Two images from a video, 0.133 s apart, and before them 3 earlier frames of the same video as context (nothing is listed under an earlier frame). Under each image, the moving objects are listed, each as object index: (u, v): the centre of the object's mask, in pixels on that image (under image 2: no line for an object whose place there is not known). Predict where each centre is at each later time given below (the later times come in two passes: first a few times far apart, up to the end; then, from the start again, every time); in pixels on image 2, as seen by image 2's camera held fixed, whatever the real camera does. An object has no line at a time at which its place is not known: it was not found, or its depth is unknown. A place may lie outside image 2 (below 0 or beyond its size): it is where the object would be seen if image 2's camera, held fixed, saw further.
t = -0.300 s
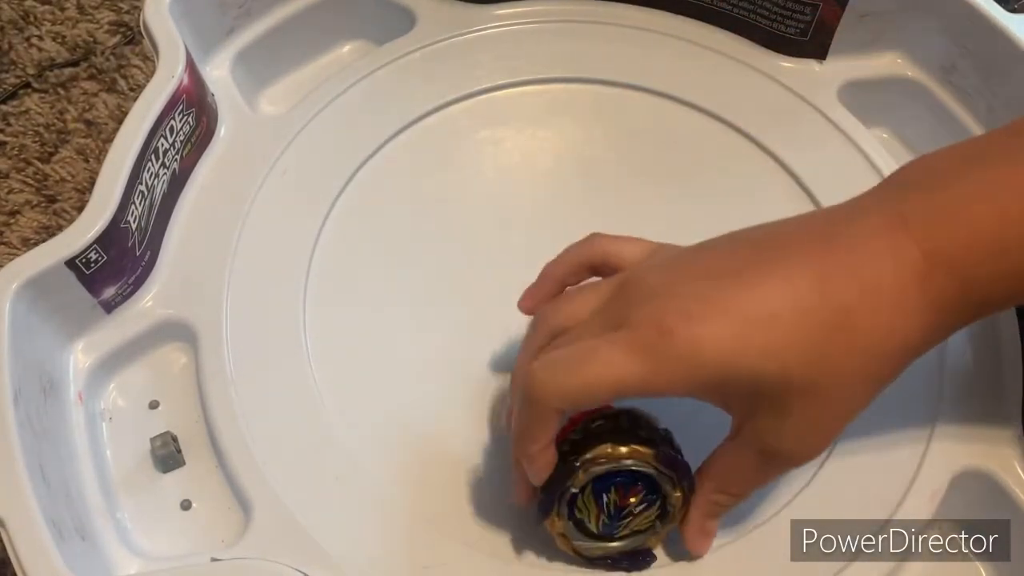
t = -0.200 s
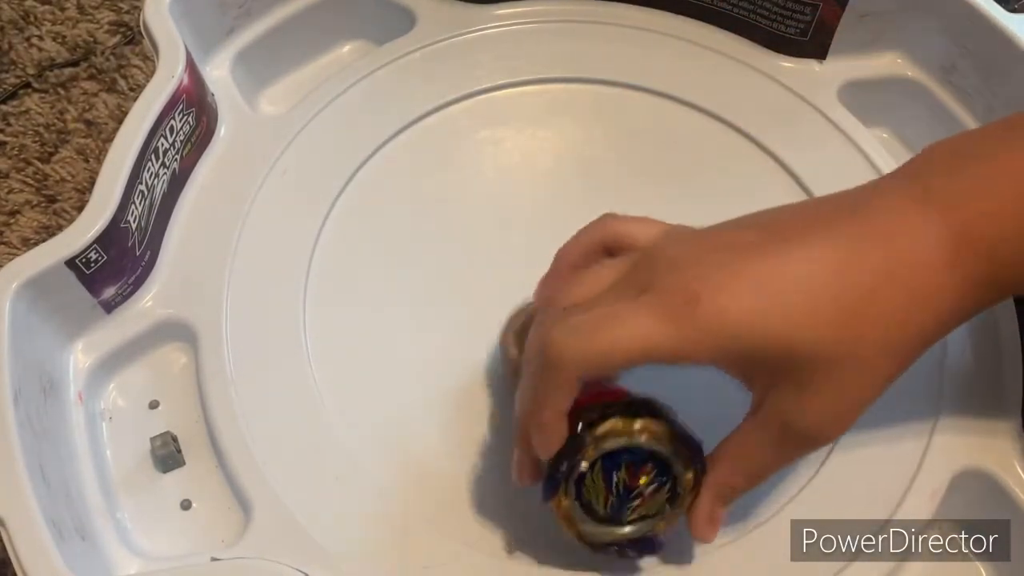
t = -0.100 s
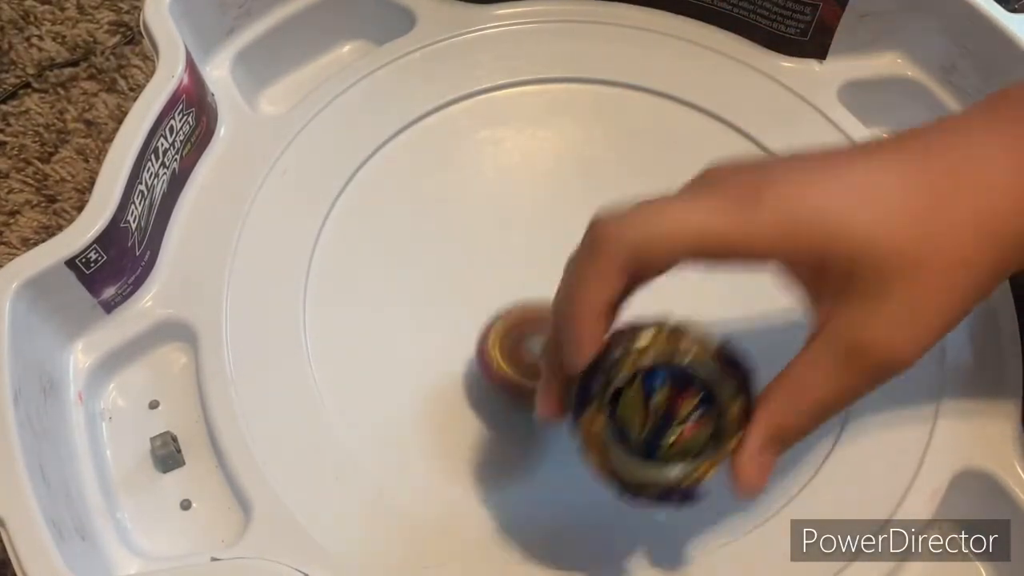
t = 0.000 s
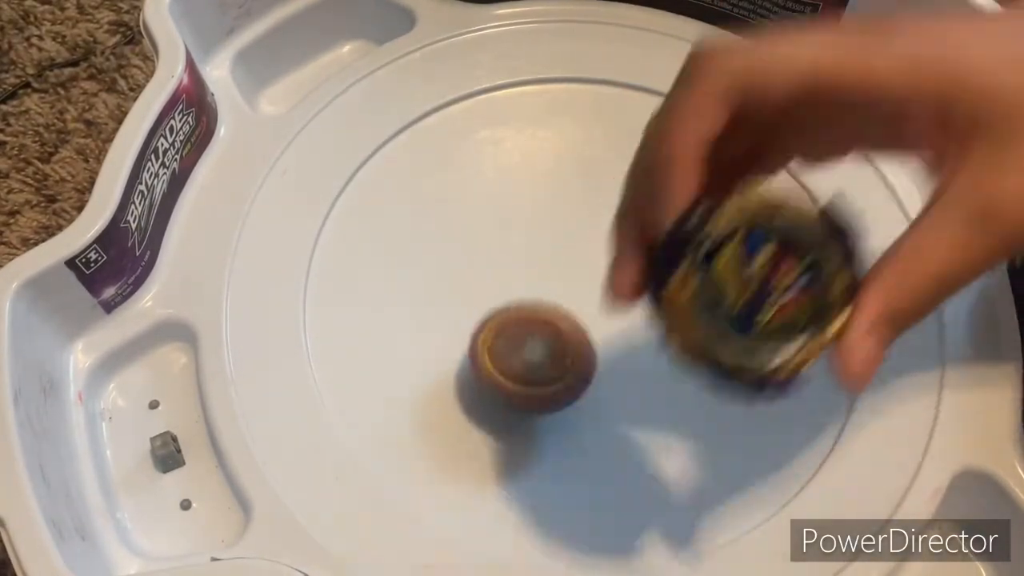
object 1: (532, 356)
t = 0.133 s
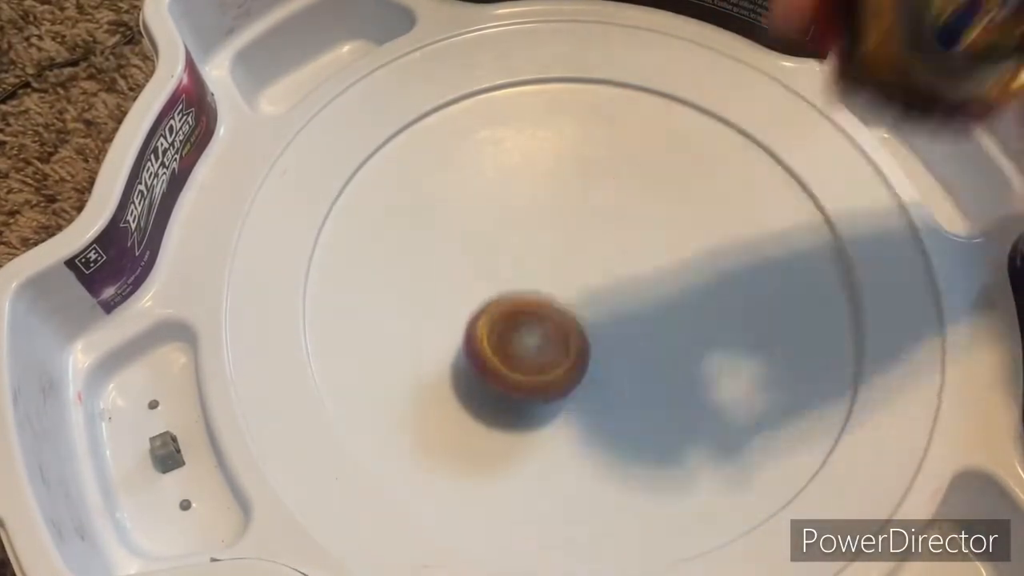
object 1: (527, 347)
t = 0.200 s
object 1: (528, 338)
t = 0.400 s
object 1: (539, 298)
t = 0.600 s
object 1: (541, 247)
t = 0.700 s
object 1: (542, 230)
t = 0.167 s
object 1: (528, 342)
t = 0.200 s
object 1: (528, 338)
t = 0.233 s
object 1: (529, 333)
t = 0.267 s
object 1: (530, 327)
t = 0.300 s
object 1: (532, 321)
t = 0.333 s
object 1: (533, 314)
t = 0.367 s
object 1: (536, 305)
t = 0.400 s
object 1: (539, 298)
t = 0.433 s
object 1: (541, 290)
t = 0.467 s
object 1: (541, 282)
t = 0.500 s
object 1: (542, 272)
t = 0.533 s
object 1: (542, 264)
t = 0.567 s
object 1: (542, 255)
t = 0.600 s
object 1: (541, 247)
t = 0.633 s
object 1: (541, 240)
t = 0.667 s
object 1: (542, 234)
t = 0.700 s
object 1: (542, 230)
